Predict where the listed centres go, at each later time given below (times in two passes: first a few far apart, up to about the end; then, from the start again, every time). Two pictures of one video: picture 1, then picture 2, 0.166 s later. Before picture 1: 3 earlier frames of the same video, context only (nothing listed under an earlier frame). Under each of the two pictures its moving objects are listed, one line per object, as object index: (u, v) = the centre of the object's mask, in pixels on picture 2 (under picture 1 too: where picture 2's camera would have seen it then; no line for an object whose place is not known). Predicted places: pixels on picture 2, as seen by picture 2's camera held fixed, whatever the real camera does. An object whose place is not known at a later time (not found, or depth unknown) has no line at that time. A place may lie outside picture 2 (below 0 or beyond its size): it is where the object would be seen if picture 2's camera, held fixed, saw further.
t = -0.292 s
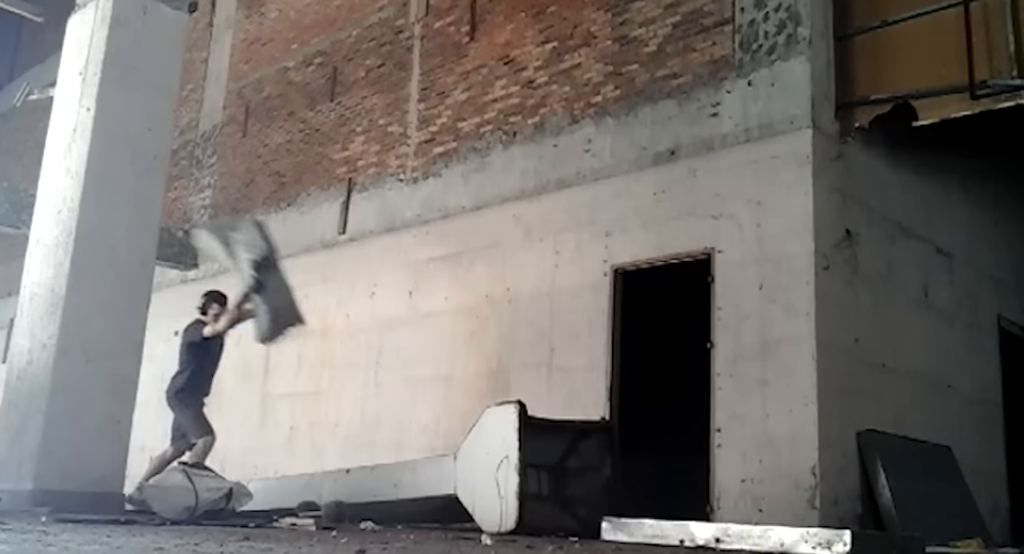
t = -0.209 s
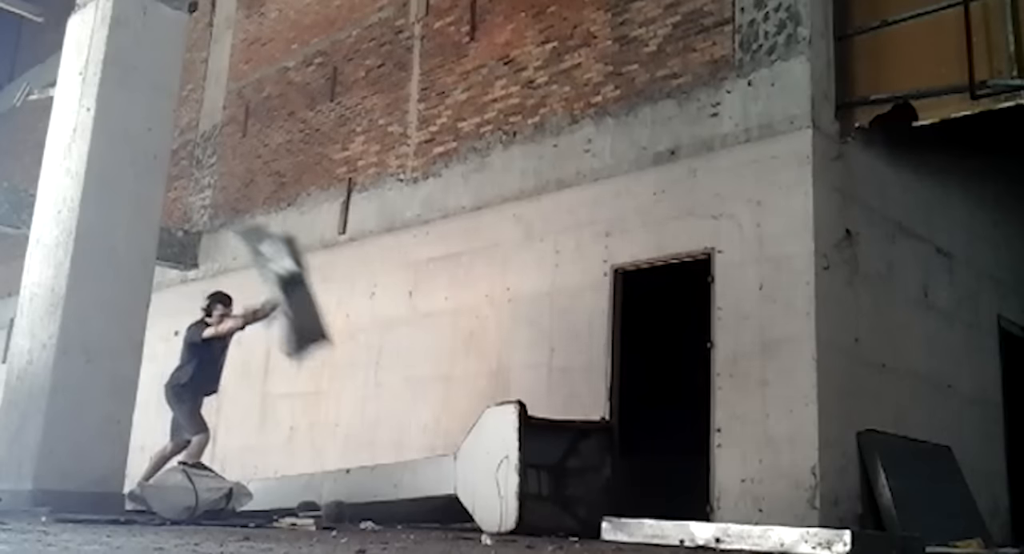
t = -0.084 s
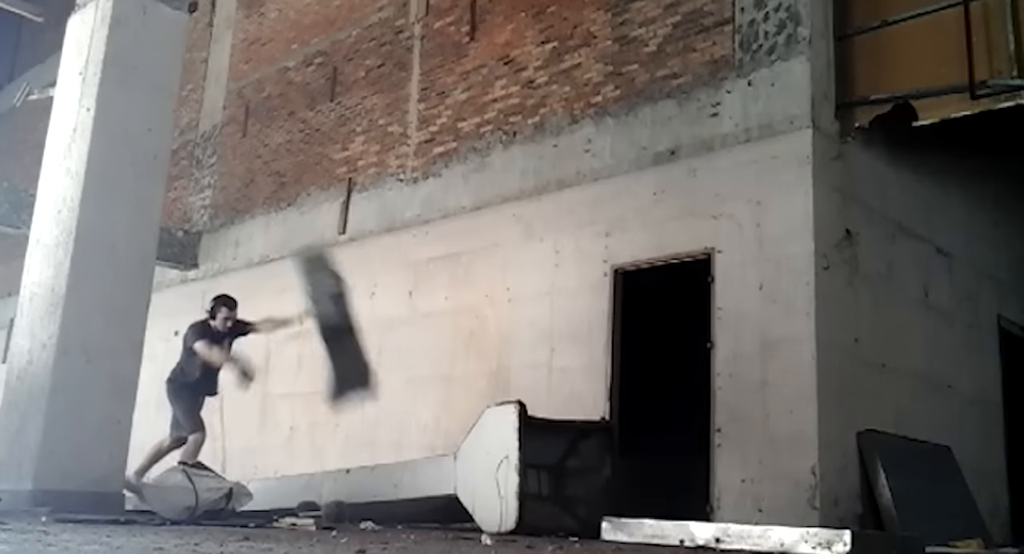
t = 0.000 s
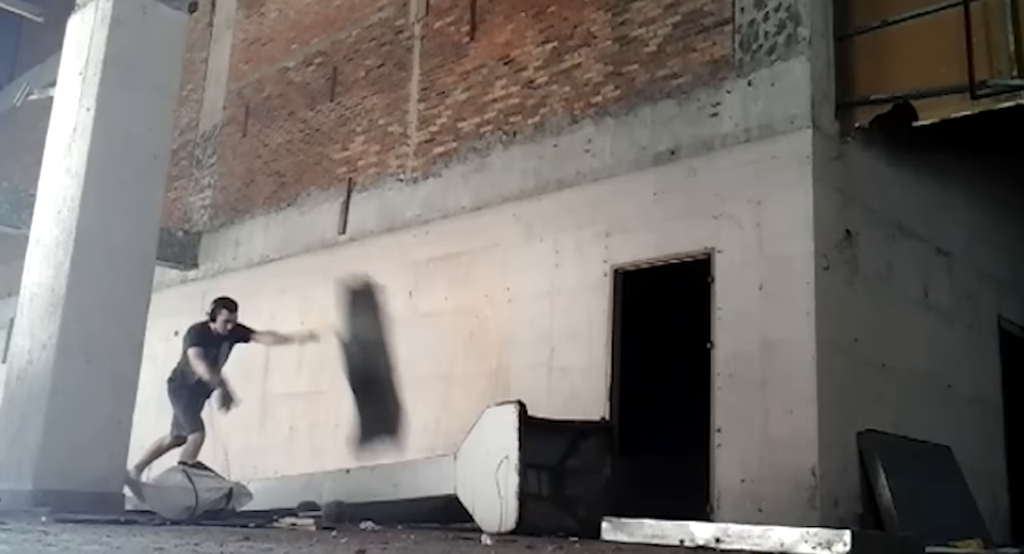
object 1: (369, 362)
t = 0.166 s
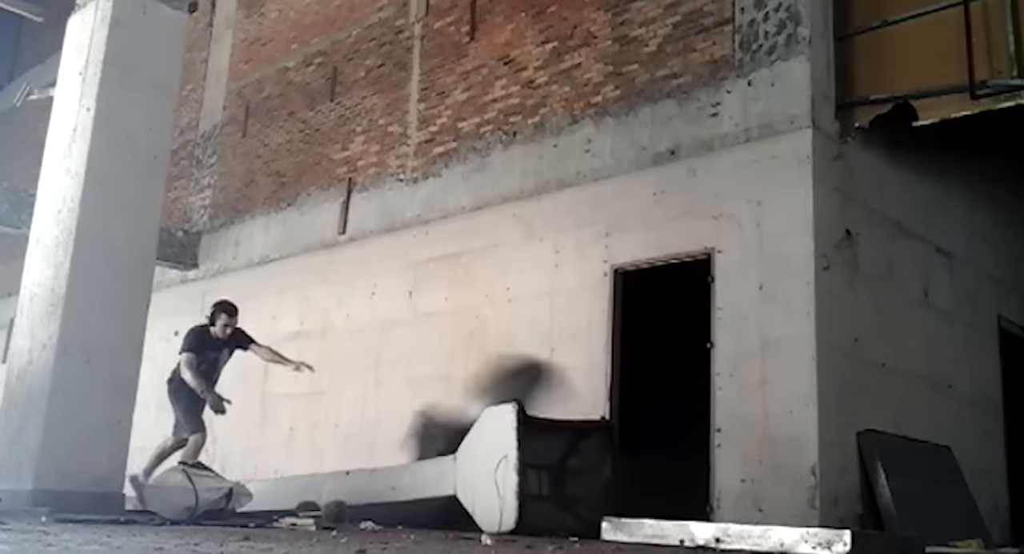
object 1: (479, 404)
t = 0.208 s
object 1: (500, 404)
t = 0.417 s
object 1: (548, 392)
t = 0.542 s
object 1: (573, 399)
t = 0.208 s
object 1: (500, 404)
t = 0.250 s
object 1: (522, 402)
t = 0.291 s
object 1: (526, 400)
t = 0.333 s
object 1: (536, 397)
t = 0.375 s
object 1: (541, 393)
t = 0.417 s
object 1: (548, 392)
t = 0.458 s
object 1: (556, 393)
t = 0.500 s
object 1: (565, 396)
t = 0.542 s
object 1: (573, 399)
